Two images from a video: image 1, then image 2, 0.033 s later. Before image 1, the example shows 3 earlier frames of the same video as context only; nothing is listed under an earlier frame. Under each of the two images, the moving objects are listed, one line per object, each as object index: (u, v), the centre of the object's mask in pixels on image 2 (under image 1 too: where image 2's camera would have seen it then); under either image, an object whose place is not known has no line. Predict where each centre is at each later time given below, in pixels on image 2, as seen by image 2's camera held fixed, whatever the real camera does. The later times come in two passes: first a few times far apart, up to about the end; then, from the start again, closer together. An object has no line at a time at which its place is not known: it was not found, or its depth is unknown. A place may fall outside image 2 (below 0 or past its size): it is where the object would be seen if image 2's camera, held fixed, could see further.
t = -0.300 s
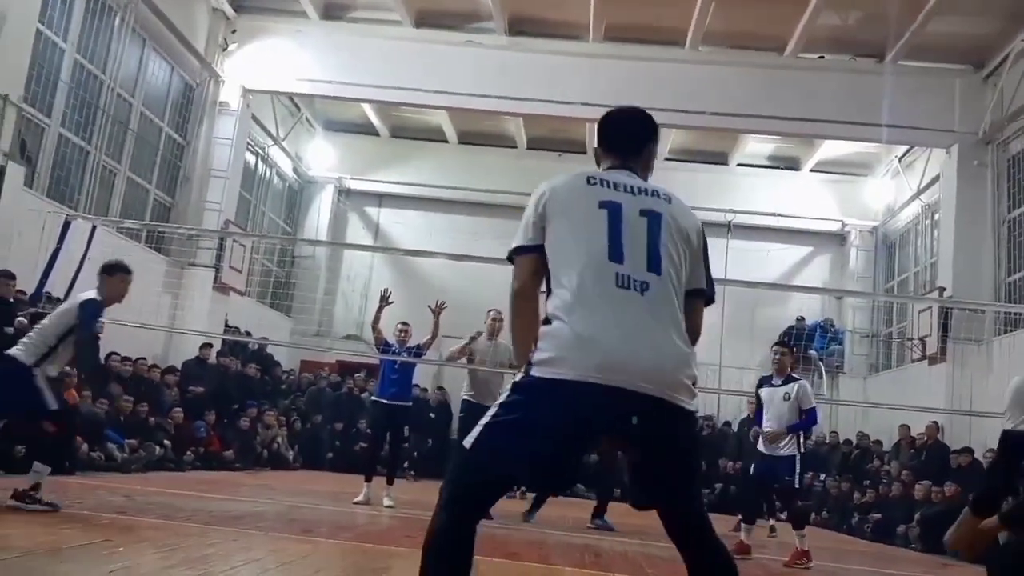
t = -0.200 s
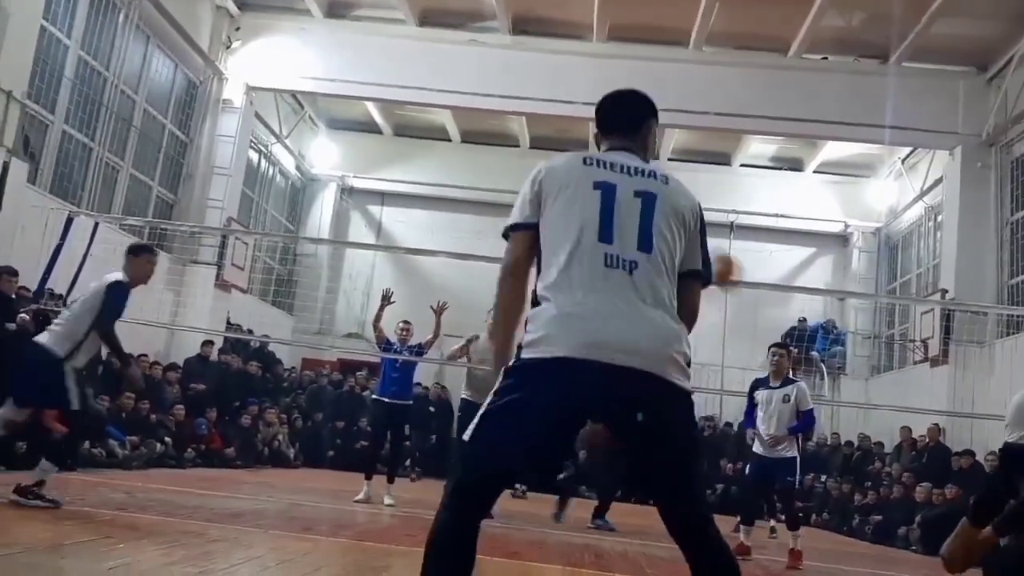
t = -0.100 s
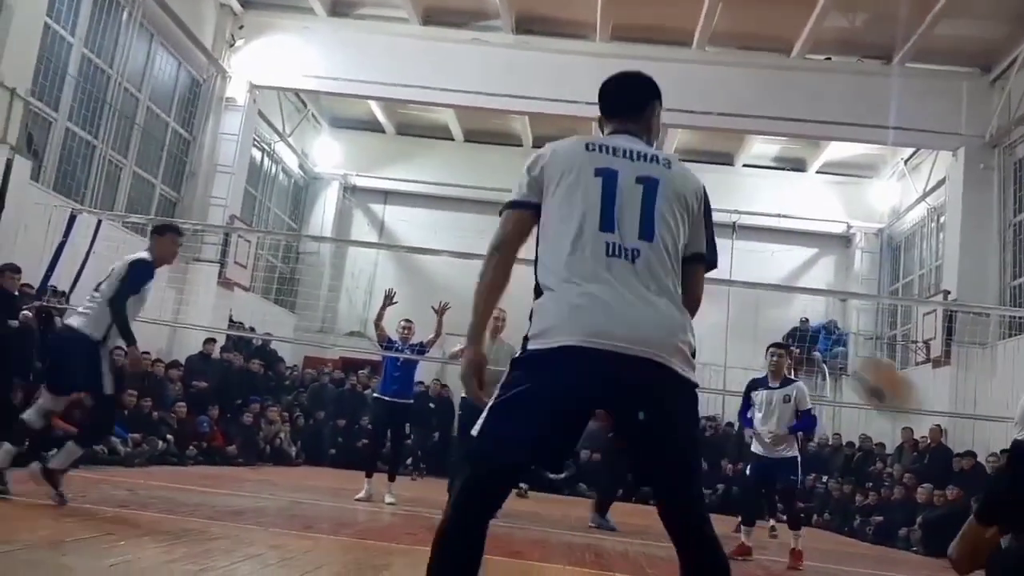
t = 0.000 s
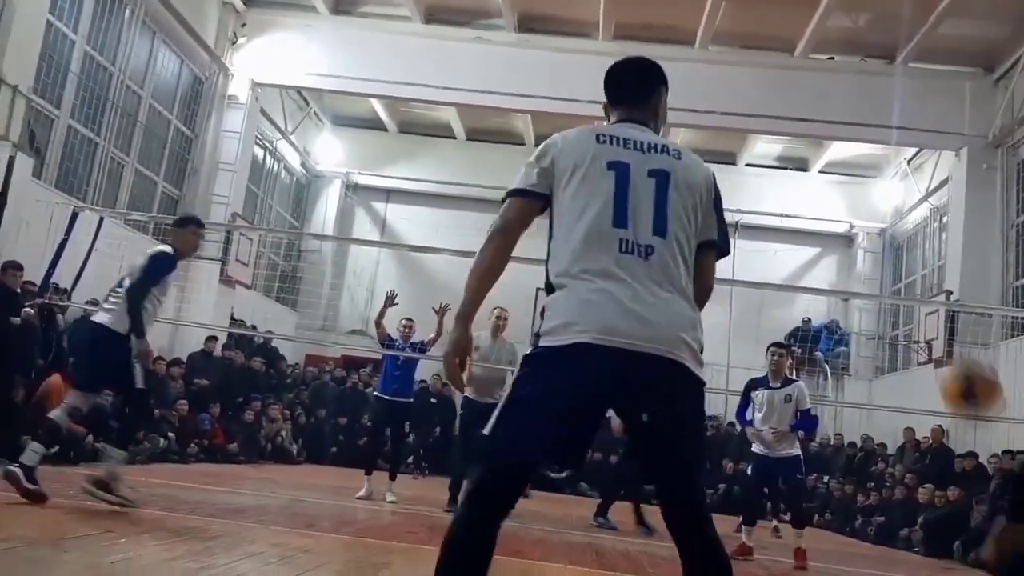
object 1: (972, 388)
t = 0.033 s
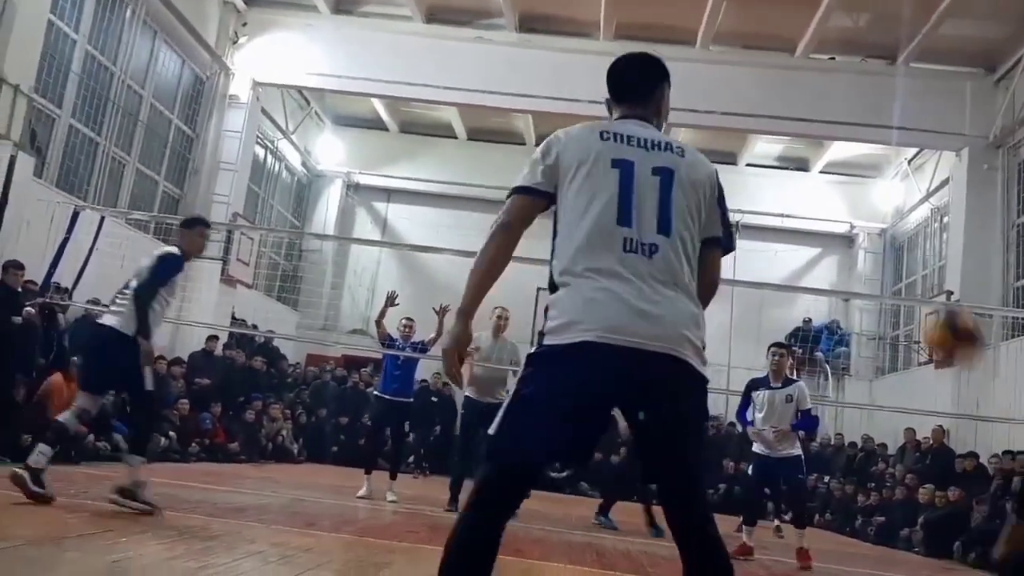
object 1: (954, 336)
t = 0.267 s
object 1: (852, 112)
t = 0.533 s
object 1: (768, 45)
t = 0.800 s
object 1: (705, 88)
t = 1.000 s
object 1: (661, 172)
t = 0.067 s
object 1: (934, 286)
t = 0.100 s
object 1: (919, 250)
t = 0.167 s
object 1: (888, 180)
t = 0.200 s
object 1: (875, 154)
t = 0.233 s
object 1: (863, 130)
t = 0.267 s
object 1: (852, 112)
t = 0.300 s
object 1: (840, 95)
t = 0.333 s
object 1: (829, 81)
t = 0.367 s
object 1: (817, 70)
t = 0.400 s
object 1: (808, 61)
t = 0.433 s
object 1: (798, 54)
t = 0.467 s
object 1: (786, 49)
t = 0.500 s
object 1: (778, 45)
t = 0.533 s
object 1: (768, 45)
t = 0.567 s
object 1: (761, 44)
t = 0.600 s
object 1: (751, 46)
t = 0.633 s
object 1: (744, 50)
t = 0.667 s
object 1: (736, 57)
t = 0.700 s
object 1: (728, 62)
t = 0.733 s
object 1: (721, 68)
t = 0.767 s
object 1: (713, 78)
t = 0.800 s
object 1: (705, 88)
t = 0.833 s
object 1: (698, 100)
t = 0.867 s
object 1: (690, 112)
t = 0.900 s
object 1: (684, 125)
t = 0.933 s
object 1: (676, 140)
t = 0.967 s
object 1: (668, 155)
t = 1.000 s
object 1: (661, 172)
